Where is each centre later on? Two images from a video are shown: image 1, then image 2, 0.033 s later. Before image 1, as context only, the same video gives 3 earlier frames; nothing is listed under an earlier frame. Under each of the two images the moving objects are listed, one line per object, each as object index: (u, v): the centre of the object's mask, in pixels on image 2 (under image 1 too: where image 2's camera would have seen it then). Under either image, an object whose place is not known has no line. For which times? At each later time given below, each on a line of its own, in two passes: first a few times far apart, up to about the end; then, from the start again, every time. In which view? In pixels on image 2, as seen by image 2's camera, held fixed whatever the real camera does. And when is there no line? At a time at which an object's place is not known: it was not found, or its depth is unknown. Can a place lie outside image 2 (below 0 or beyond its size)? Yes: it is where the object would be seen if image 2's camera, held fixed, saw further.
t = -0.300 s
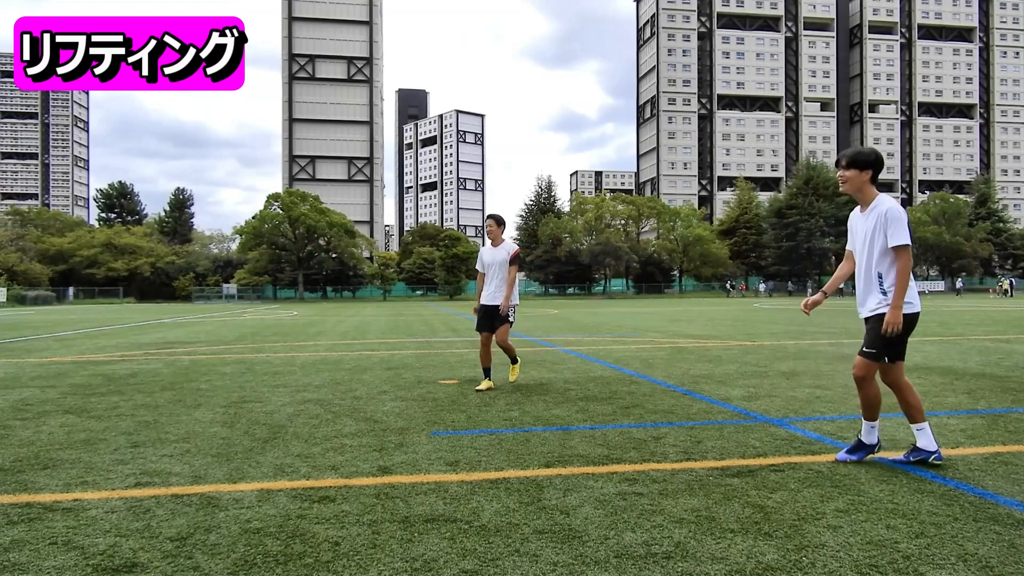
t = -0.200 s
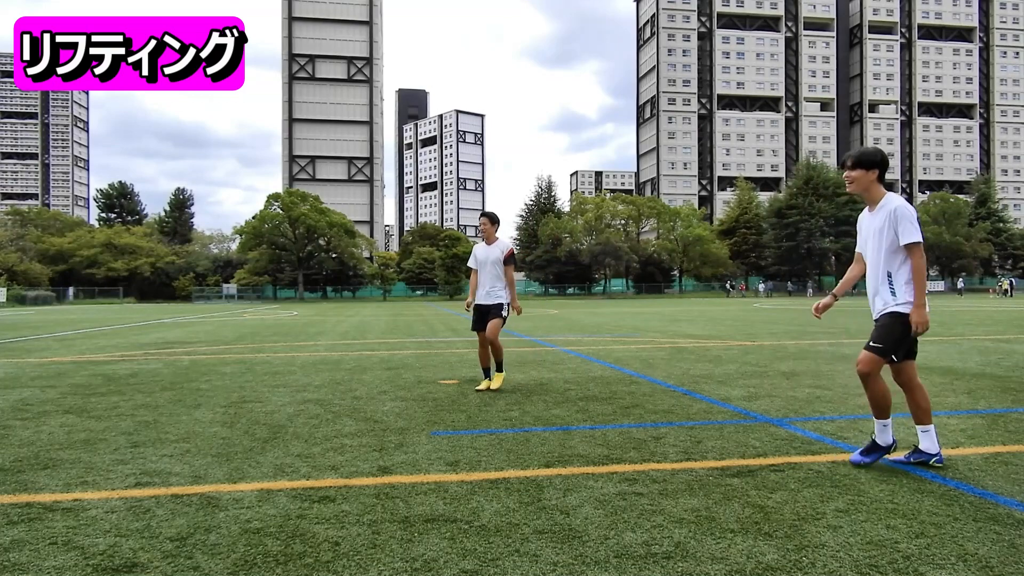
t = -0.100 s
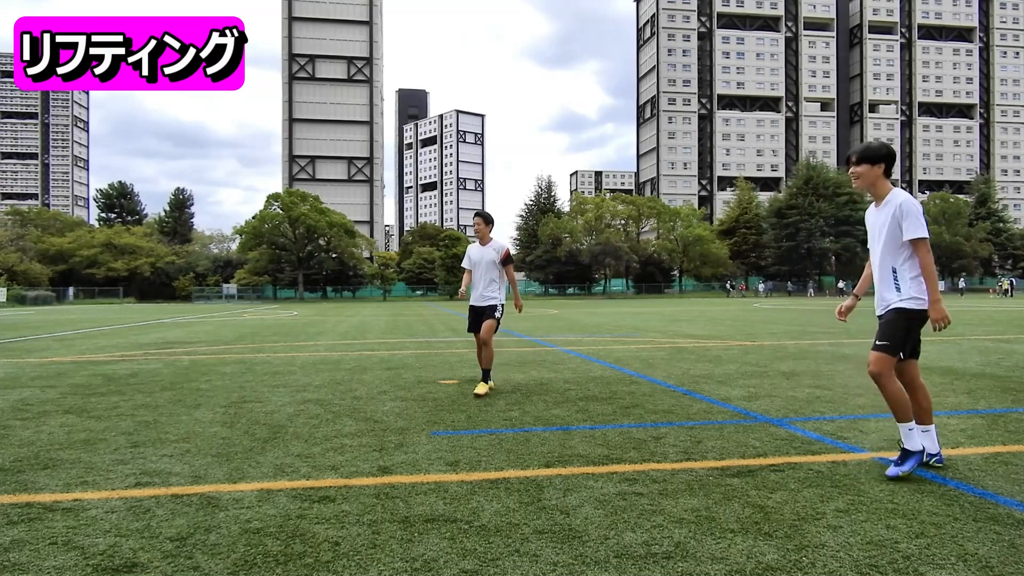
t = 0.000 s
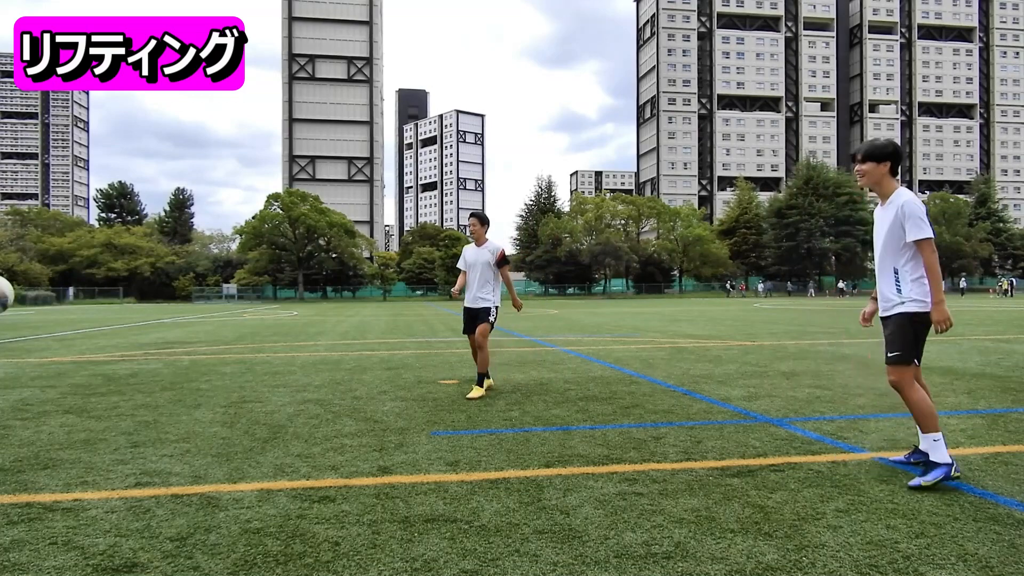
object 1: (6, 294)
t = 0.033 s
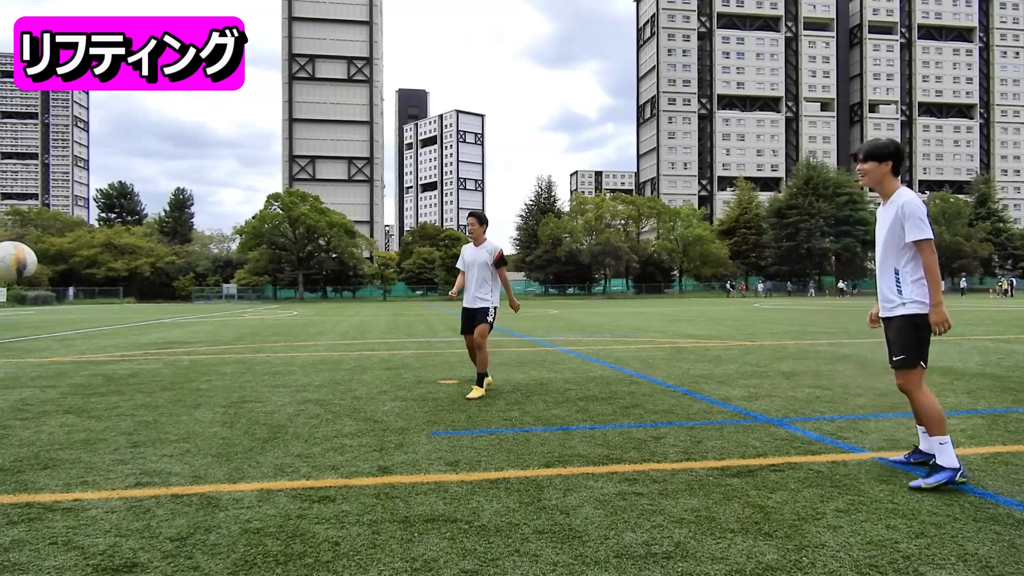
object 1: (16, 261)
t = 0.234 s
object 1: (131, 137)
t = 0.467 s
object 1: (232, 101)
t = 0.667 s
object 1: (298, 127)
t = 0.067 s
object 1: (33, 232)
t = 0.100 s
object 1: (56, 206)
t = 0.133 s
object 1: (75, 186)
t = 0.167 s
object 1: (95, 167)
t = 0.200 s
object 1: (113, 151)
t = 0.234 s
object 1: (131, 137)
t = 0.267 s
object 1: (147, 126)
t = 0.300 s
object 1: (163, 117)
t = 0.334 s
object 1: (178, 110)
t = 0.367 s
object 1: (193, 105)
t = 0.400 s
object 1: (207, 103)
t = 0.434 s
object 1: (220, 102)
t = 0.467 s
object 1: (232, 101)
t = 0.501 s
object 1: (244, 101)
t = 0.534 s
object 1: (256, 104)
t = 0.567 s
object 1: (267, 108)
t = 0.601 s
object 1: (278, 113)
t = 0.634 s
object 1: (288, 119)
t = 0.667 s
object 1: (298, 127)
